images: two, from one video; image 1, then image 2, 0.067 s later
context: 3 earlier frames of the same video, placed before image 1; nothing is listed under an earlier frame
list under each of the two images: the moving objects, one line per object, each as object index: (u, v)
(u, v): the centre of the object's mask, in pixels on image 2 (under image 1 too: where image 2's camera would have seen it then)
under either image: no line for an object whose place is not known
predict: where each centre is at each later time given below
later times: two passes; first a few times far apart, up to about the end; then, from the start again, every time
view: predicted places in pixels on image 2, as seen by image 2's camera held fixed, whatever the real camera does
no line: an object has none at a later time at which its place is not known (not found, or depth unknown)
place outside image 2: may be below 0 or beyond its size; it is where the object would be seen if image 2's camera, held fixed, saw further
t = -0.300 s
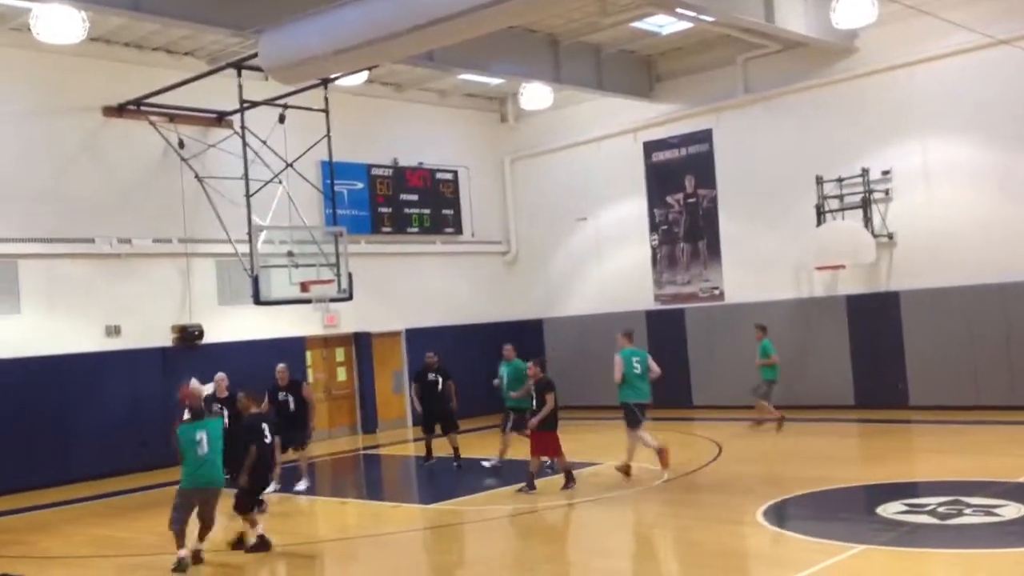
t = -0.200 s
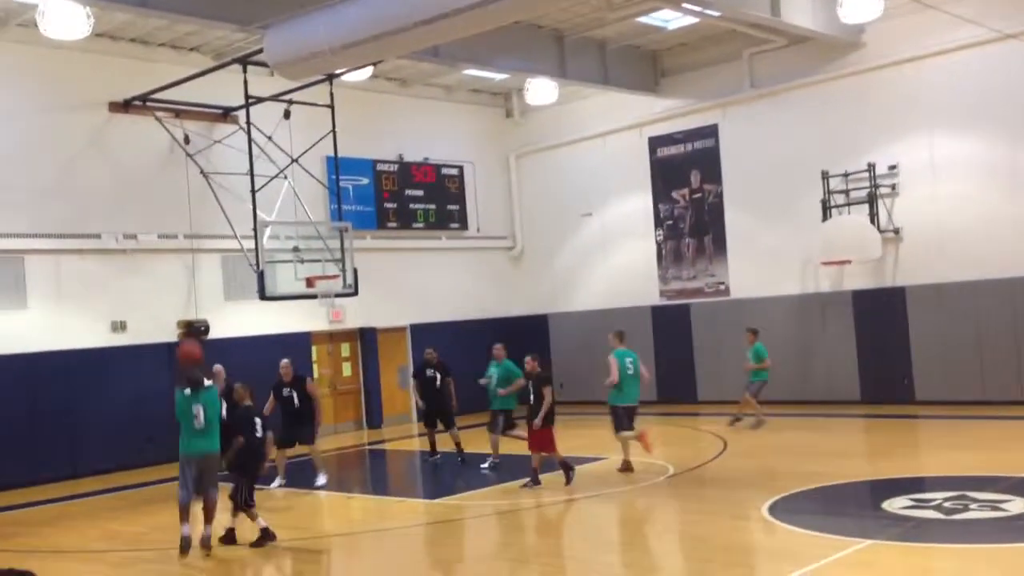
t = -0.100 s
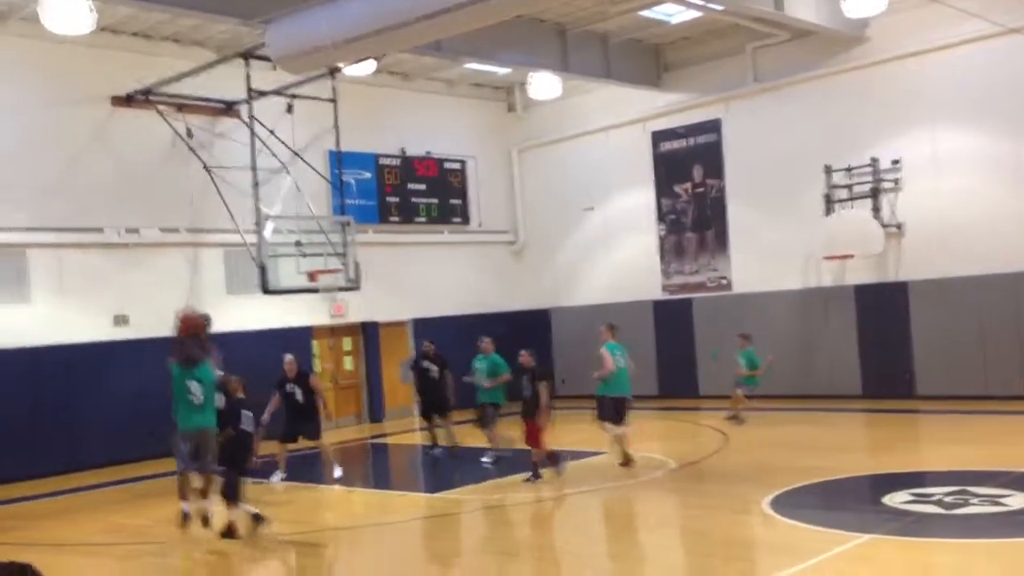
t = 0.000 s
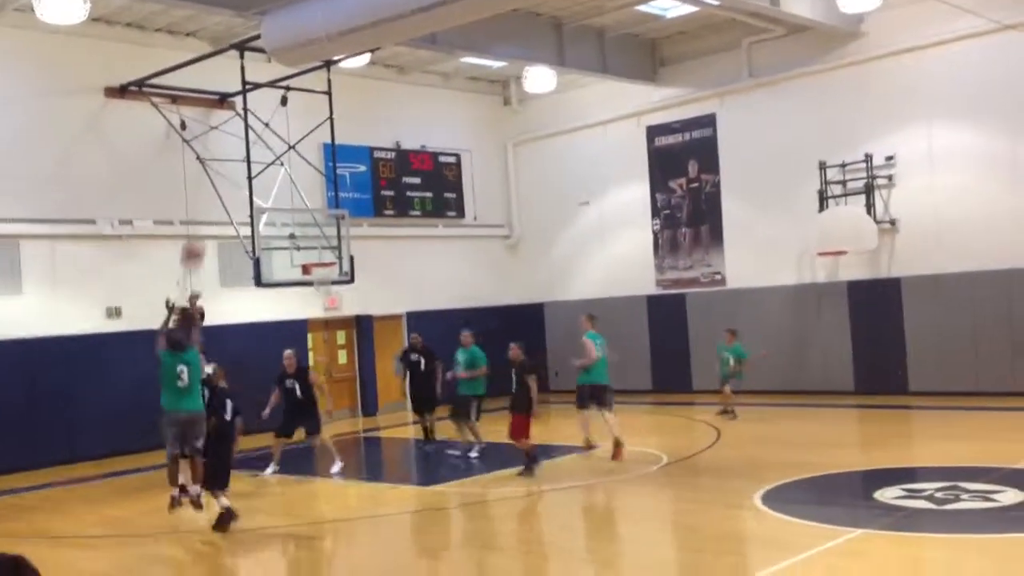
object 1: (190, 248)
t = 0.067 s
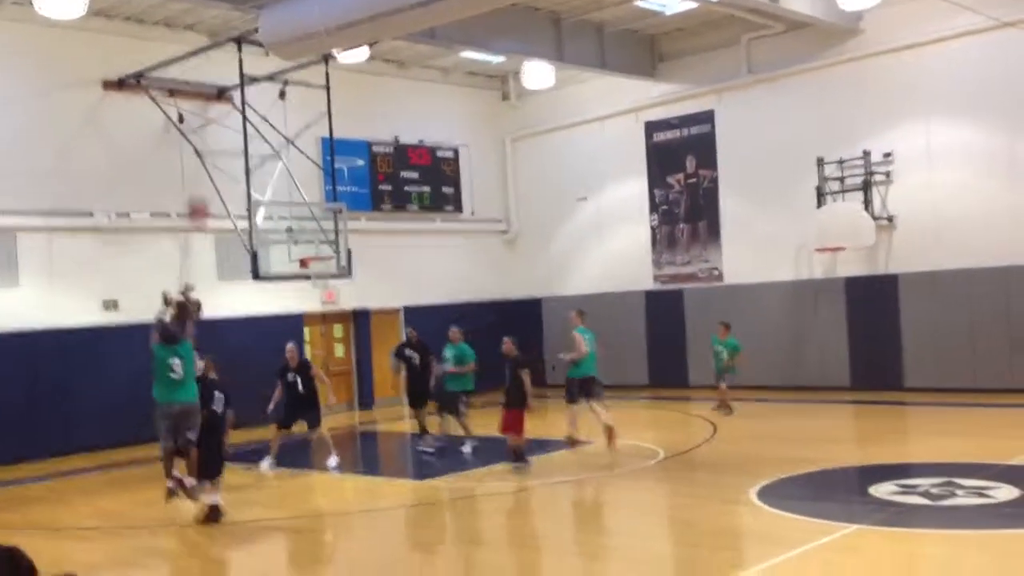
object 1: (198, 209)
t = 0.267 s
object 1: (223, 133)
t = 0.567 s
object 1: (256, 90)
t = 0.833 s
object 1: (284, 110)
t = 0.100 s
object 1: (201, 194)
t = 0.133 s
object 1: (206, 180)
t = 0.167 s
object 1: (210, 166)
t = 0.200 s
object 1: (213, 155)
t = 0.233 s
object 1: (219, 144)
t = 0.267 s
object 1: (223, 133)
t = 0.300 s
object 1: (227, 124)
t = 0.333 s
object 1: (230, 117)
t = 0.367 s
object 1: (235, 109)
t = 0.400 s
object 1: (238, 104)
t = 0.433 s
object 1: (241, 101)
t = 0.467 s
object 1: (245, 96)
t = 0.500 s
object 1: (248, 93)
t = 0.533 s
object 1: (252, 91)
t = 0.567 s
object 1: (256, 90)
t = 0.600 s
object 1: (259, 90)
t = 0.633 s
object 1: (263, 91)
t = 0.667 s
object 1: (266, 92)
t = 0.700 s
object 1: (270, 95)
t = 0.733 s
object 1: (273, 97)
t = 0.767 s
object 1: (277, 101)
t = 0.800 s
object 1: (280, 106)
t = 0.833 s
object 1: (284, 110)
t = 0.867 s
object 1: (287, 116)
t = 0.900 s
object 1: (290, 123)
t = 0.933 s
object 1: (294, 130)
